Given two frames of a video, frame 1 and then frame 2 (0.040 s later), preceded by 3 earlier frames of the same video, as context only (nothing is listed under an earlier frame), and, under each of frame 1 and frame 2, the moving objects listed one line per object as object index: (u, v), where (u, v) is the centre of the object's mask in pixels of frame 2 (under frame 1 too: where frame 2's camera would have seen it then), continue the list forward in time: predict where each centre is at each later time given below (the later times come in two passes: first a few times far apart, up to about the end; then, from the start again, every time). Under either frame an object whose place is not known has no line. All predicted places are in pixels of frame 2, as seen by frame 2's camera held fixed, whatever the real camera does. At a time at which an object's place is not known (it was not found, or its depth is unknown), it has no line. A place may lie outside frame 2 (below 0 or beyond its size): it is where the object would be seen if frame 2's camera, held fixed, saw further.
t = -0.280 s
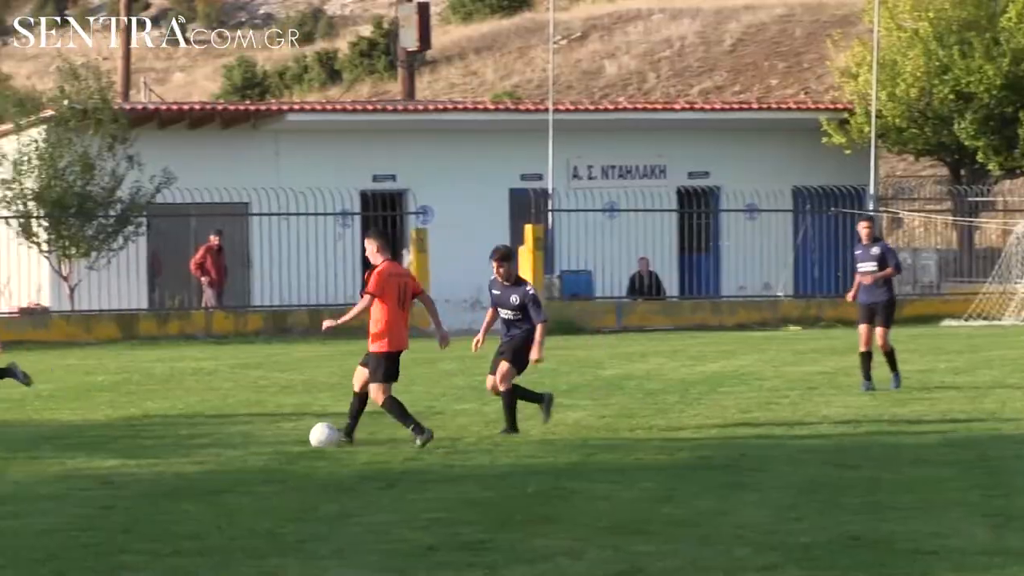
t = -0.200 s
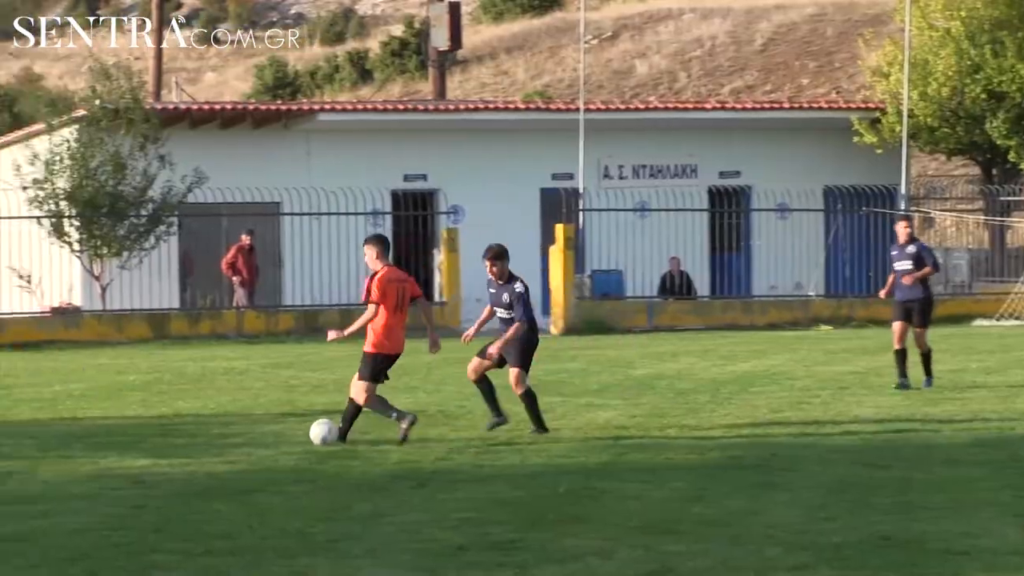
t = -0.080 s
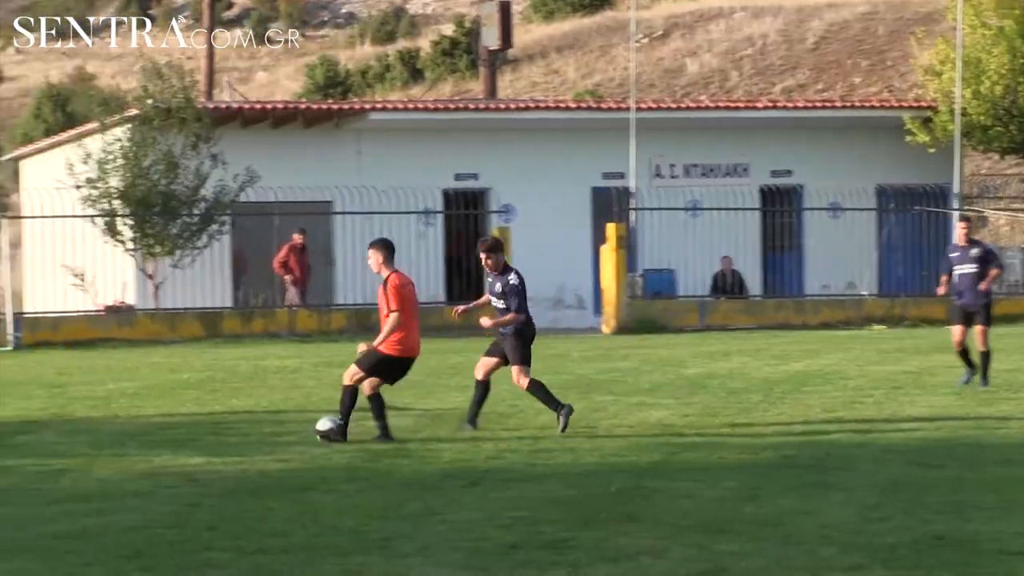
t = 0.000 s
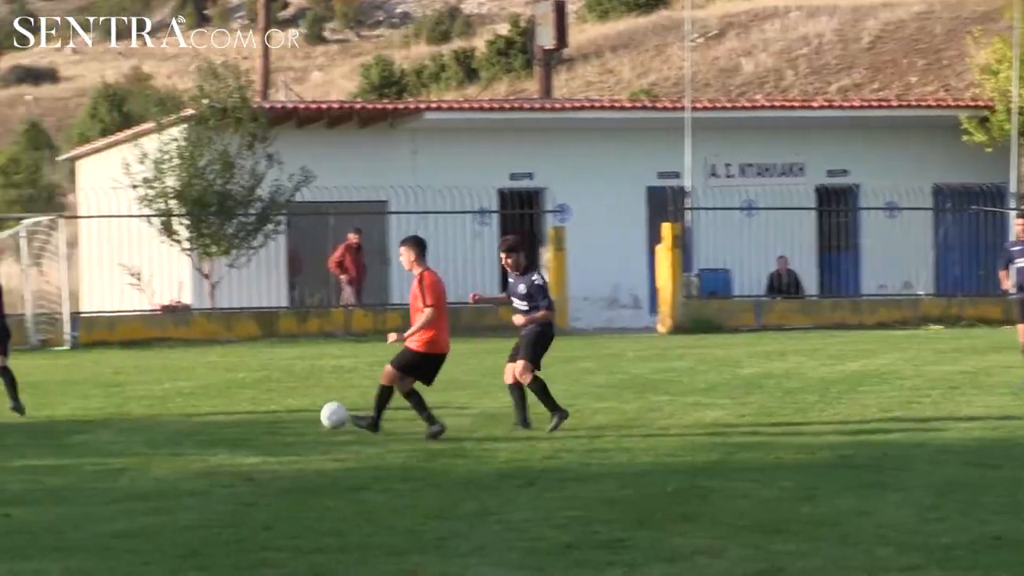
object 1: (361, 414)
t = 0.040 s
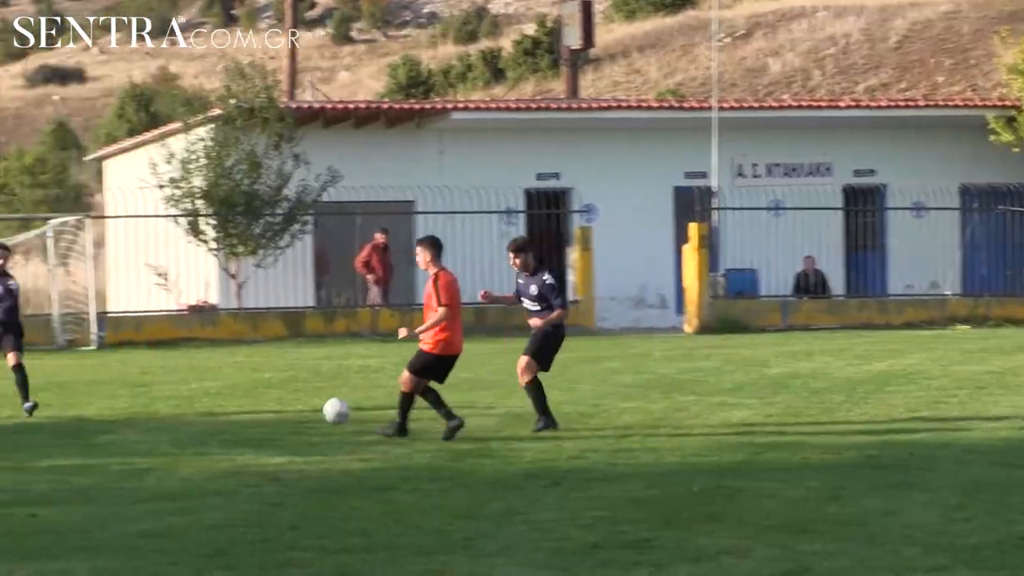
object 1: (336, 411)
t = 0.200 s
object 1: (250, 410)
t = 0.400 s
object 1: (169, 404)
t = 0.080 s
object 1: (312, 410)
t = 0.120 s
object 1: (290, 411)
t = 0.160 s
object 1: (269, 412)
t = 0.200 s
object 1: (250, 410)
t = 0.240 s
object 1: (232, 405)
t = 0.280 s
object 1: (215, 402)
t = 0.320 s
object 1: (199, 400)
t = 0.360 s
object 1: (183, 401)
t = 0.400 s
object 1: (169, 404)
